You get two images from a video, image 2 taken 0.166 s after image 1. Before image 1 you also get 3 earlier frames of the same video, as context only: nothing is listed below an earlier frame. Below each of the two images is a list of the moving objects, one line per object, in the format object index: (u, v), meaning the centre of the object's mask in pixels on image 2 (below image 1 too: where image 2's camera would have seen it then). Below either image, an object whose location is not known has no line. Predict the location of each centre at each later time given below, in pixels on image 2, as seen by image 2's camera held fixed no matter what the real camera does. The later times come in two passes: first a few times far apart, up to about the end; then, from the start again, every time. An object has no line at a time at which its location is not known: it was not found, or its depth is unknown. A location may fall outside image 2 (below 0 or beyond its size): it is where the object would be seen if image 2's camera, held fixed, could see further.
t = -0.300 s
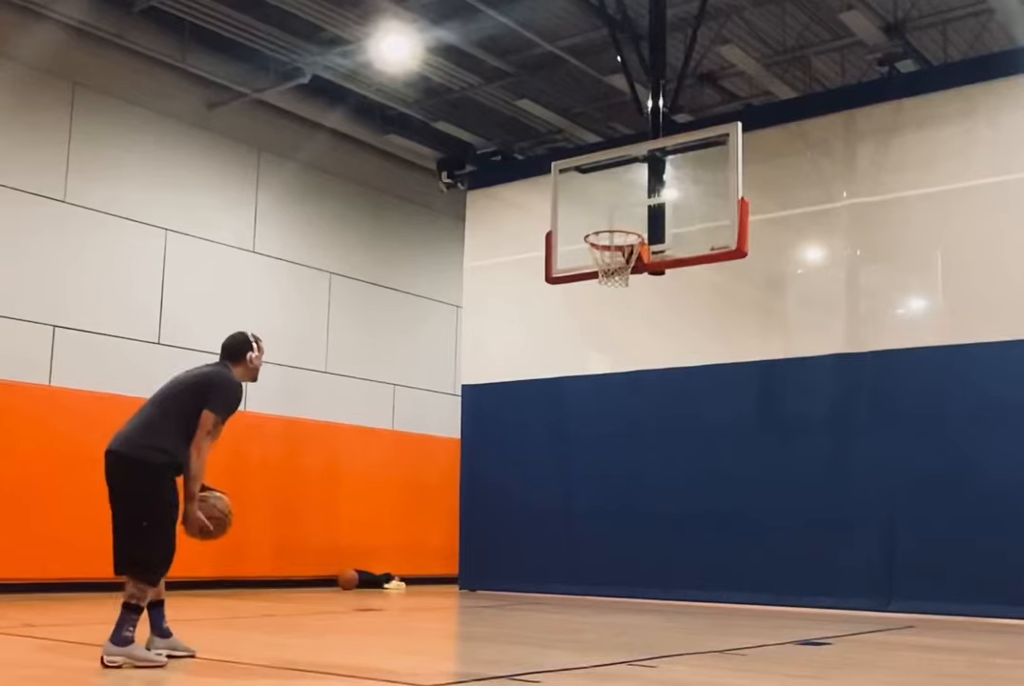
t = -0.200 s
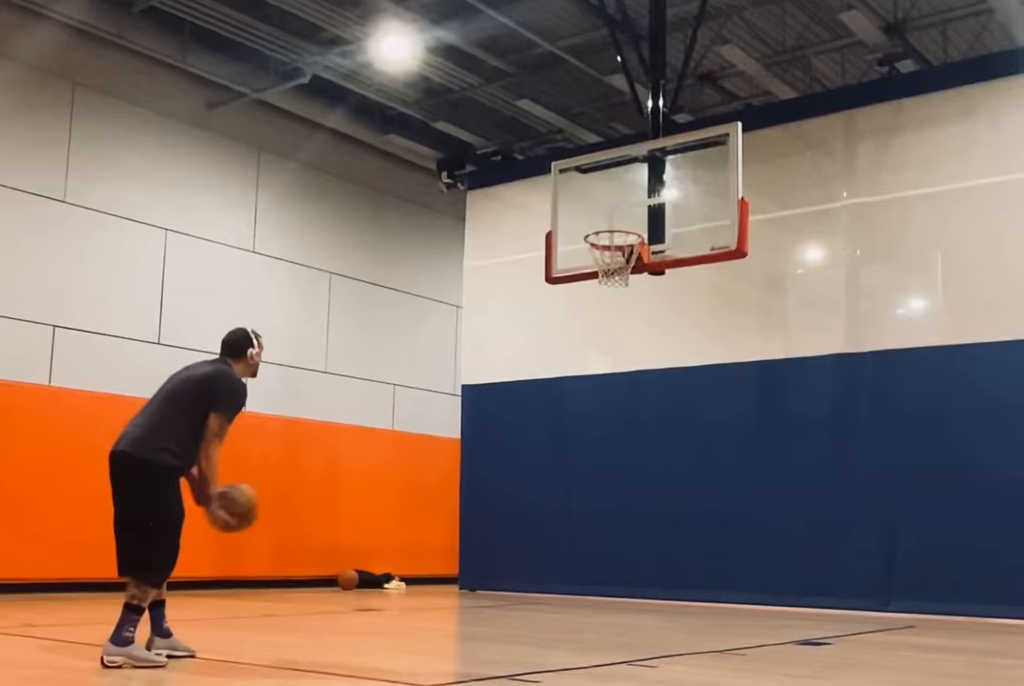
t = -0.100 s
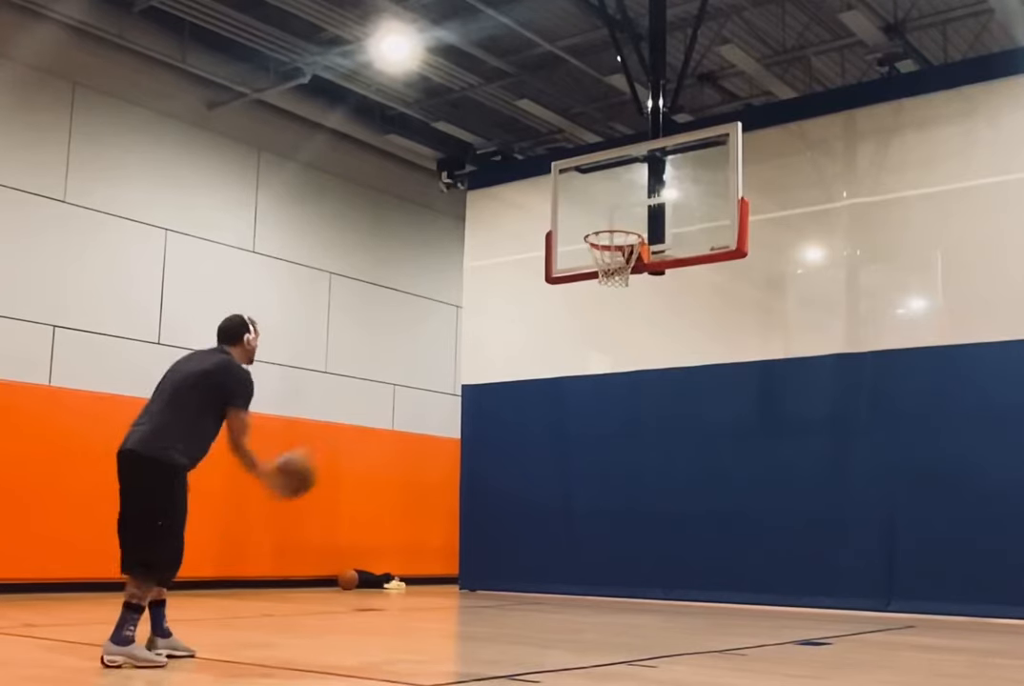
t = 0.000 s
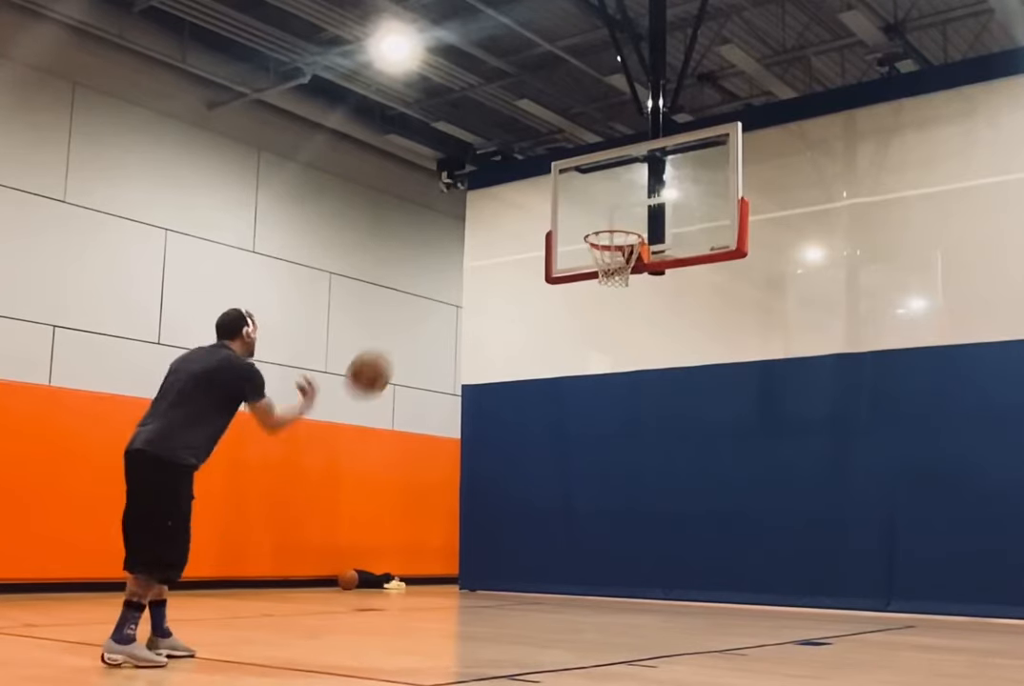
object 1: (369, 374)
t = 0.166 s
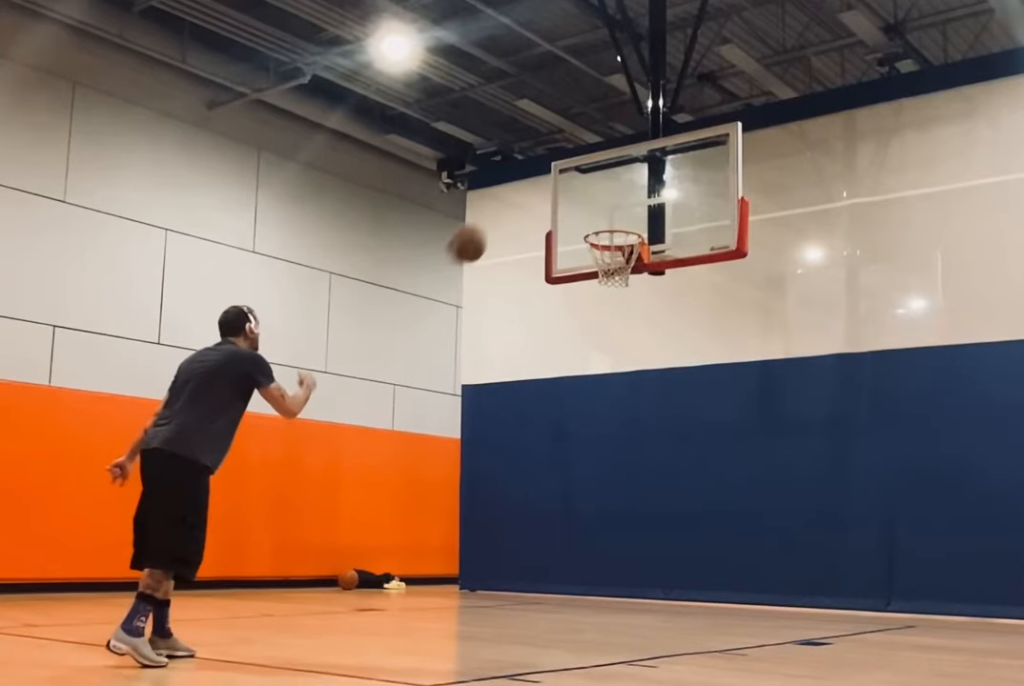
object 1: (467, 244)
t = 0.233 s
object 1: (500, 212)
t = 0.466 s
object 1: (599, 164)
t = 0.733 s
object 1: (689, 201)
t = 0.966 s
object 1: (656, 214)
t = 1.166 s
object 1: (601, 264)
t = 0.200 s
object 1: (484, 227)
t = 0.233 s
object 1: (500, 212)
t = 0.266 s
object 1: (516, 200)
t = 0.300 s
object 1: (531, 189)
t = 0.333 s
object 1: (546, 181)
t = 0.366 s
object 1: (560, 173)
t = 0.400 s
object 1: (573, 169)
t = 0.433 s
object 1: (586, 165)
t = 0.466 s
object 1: (599, 164)
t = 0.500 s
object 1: (611, 165)
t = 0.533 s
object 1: (623, 165)
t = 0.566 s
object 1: (635, 169)
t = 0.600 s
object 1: (647, 172)
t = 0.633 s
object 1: (657, 177)
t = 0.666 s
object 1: (668, 183)
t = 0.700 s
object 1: (679, 192)
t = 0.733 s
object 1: (689, 201)
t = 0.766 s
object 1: (698, 211)
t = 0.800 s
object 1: (698, 213)
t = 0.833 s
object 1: (690, 211)
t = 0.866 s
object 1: (682, 210)
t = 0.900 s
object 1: (674, 212)
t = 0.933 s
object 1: (666, 212)
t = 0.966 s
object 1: (656, 214)
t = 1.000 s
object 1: (648, 218)
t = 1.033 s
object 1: (639, 225)
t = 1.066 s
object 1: (630, 232)
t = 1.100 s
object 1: (620, 241)
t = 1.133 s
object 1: (611, 252)
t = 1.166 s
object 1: (601, 264)
